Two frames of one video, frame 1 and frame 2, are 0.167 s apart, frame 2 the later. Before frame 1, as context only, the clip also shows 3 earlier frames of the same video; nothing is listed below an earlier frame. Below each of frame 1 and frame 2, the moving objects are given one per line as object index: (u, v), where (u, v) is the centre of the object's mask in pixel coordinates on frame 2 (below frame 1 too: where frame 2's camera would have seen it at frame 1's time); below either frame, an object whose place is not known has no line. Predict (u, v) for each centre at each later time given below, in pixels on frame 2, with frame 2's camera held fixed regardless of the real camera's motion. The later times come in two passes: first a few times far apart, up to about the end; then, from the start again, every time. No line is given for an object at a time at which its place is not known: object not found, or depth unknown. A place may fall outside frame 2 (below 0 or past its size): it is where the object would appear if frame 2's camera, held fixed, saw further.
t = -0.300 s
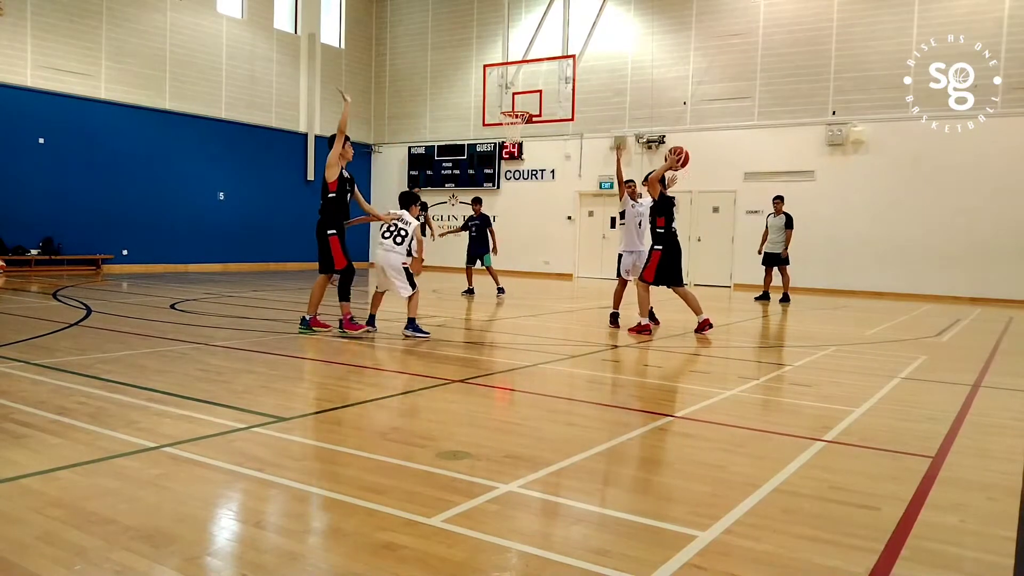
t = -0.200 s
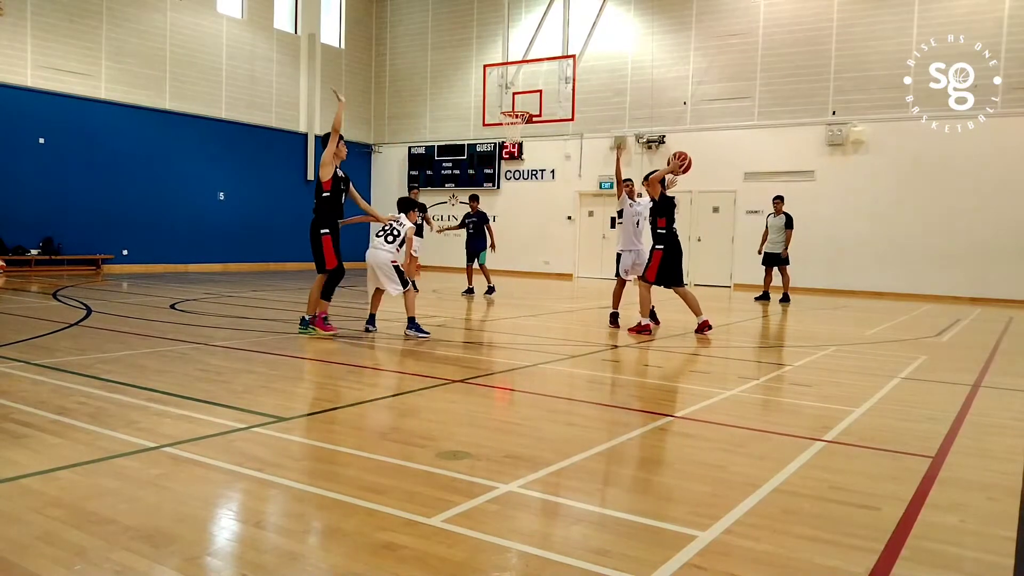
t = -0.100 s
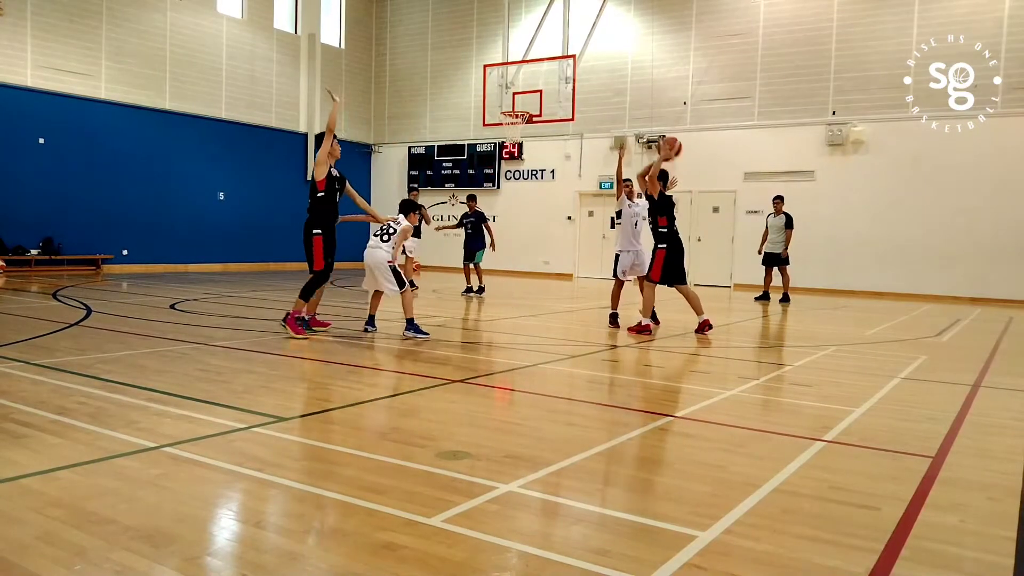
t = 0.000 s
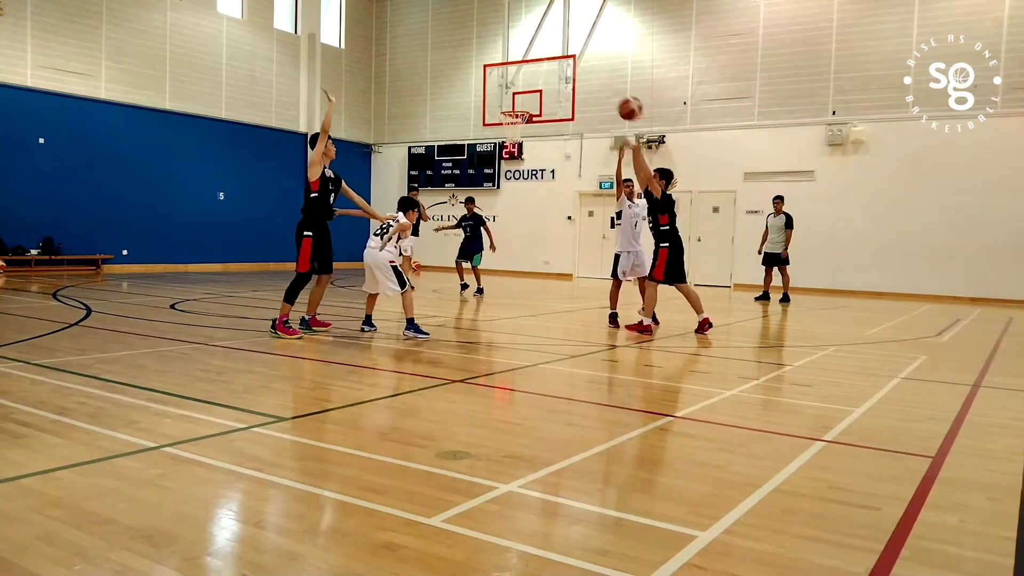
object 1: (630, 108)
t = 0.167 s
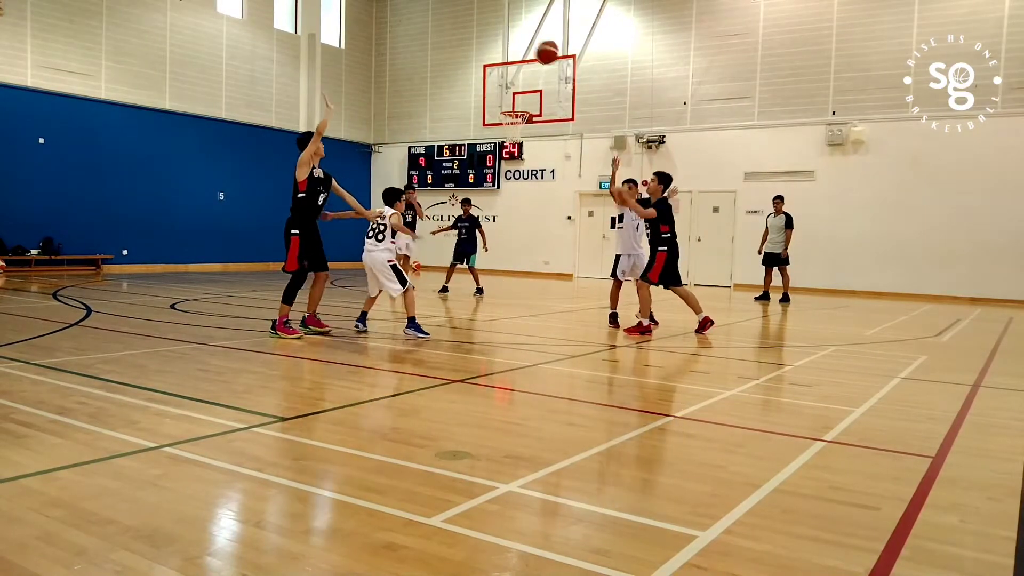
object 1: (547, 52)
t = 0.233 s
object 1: (512, 37)
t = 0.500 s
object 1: (367, 20)
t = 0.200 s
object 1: (529, 44)
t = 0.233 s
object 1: (512, 37)
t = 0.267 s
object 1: (494, 31)
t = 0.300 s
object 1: (477, 26)
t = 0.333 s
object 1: (459, 22)
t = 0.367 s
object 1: (441, 19)
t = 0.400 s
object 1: (423, 18)
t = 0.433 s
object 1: (405, 18)
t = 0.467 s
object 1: (385, 19)
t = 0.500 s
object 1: (367, 20)
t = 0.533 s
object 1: (347, 24)
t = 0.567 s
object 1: (327, 28)
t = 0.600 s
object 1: (308, 34)
